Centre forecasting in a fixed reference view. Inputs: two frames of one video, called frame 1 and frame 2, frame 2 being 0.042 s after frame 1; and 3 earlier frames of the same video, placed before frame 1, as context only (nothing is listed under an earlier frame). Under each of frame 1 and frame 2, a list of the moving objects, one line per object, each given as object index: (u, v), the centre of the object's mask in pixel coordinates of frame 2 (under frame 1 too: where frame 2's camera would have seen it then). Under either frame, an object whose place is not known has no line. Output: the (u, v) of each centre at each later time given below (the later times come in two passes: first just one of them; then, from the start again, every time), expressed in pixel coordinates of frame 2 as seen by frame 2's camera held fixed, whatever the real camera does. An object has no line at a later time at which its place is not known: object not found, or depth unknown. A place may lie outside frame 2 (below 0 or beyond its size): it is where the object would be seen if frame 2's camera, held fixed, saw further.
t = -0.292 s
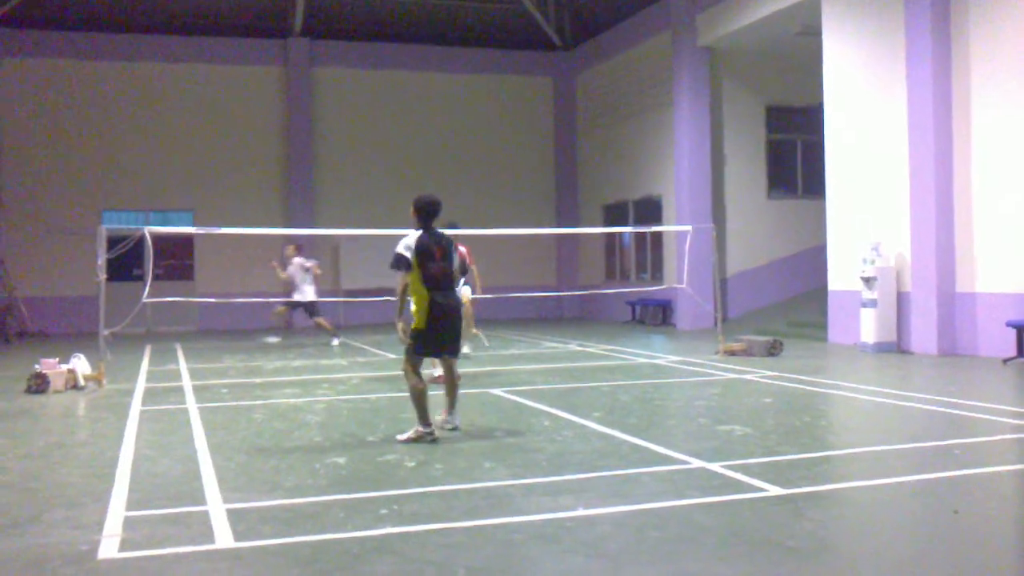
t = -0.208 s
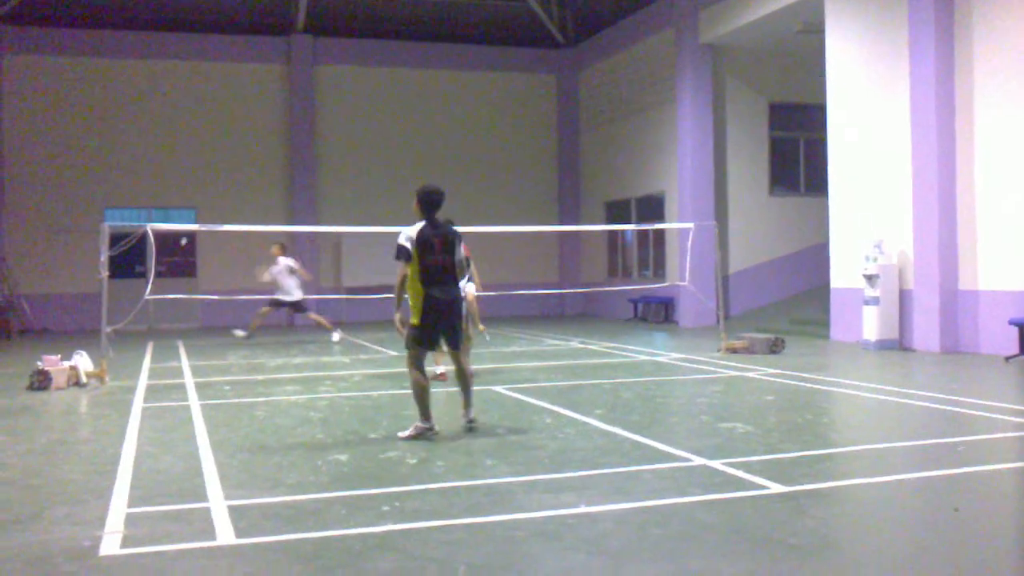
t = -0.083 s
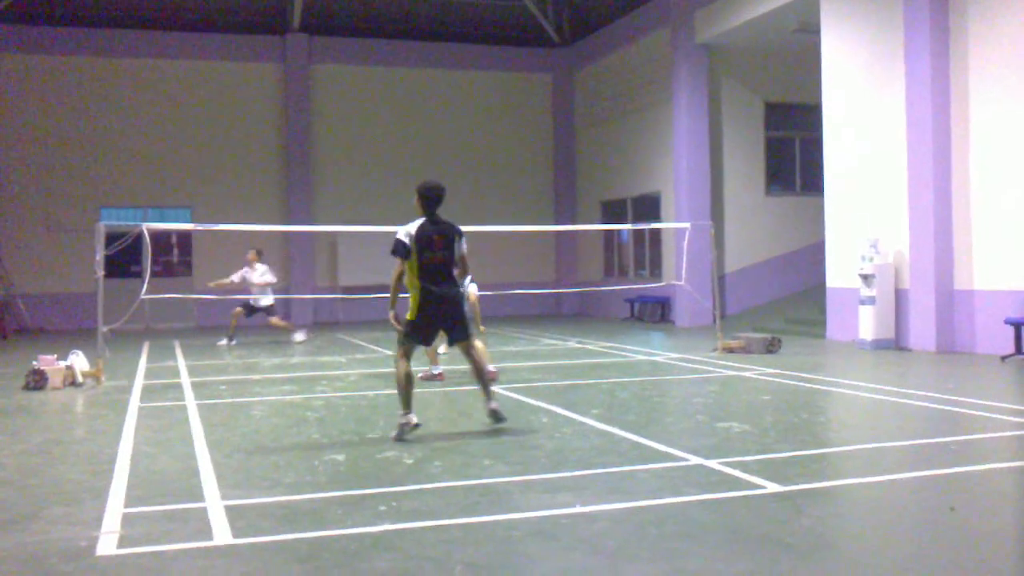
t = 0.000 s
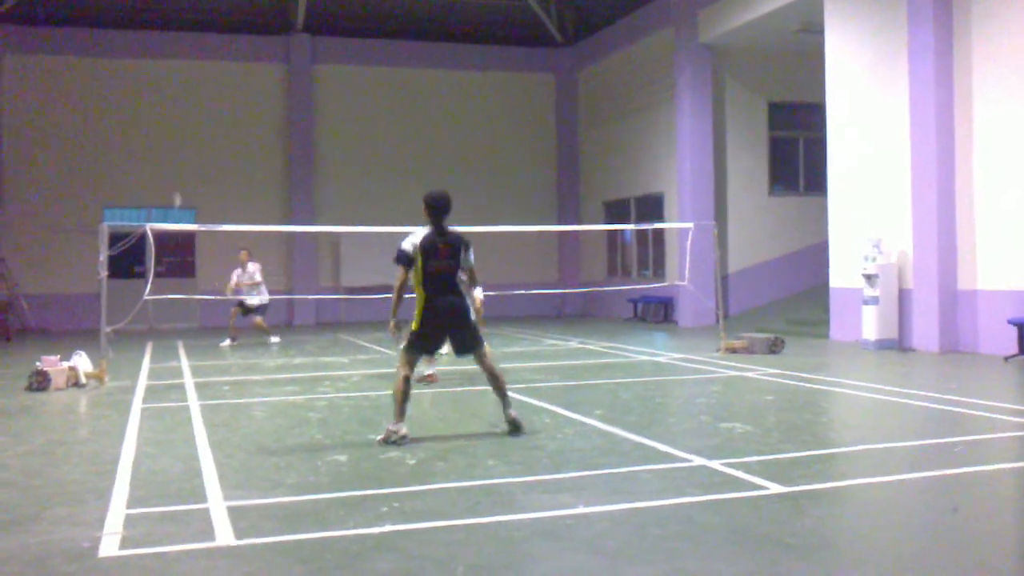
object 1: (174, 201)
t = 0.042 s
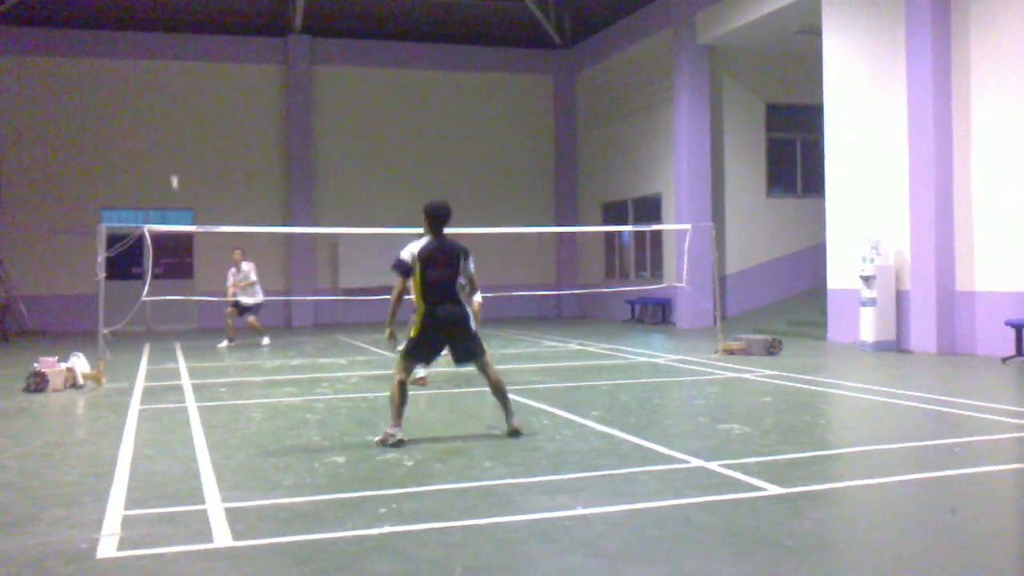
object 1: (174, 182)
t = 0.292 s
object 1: (170, 117)
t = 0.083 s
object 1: (174, 166)
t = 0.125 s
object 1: (173, 152)
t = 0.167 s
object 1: (173, 140)
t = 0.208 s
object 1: (171, 130)
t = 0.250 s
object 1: (171, 123)
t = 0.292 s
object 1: (170, 117)
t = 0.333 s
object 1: (169, 113)
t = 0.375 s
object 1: (167, 112)
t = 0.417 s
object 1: (166, 112)
